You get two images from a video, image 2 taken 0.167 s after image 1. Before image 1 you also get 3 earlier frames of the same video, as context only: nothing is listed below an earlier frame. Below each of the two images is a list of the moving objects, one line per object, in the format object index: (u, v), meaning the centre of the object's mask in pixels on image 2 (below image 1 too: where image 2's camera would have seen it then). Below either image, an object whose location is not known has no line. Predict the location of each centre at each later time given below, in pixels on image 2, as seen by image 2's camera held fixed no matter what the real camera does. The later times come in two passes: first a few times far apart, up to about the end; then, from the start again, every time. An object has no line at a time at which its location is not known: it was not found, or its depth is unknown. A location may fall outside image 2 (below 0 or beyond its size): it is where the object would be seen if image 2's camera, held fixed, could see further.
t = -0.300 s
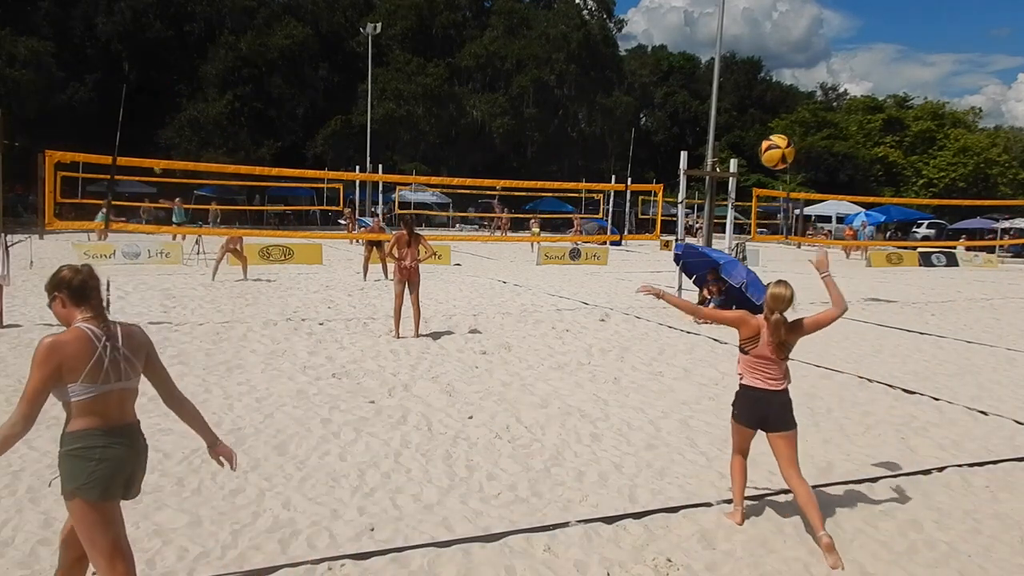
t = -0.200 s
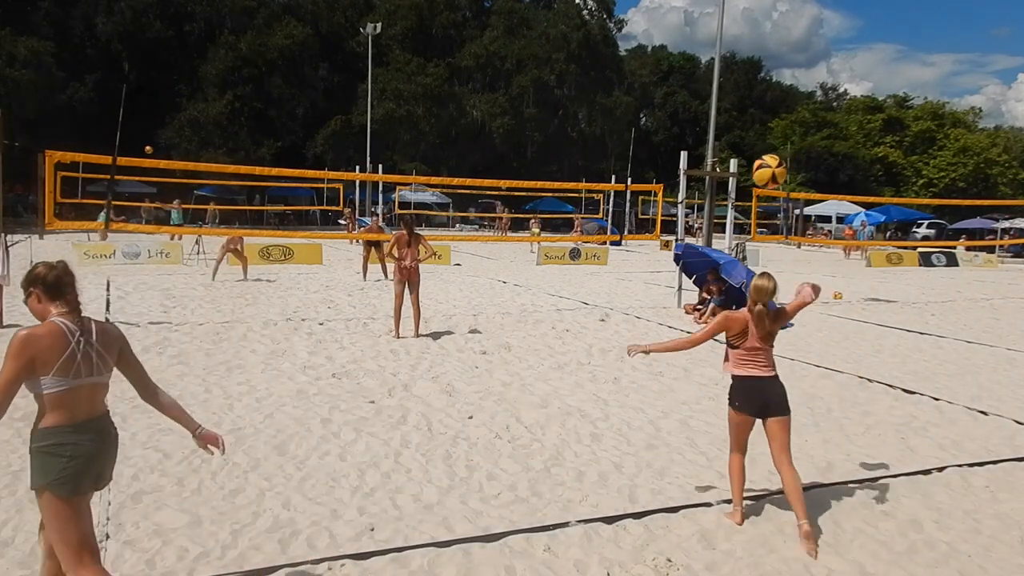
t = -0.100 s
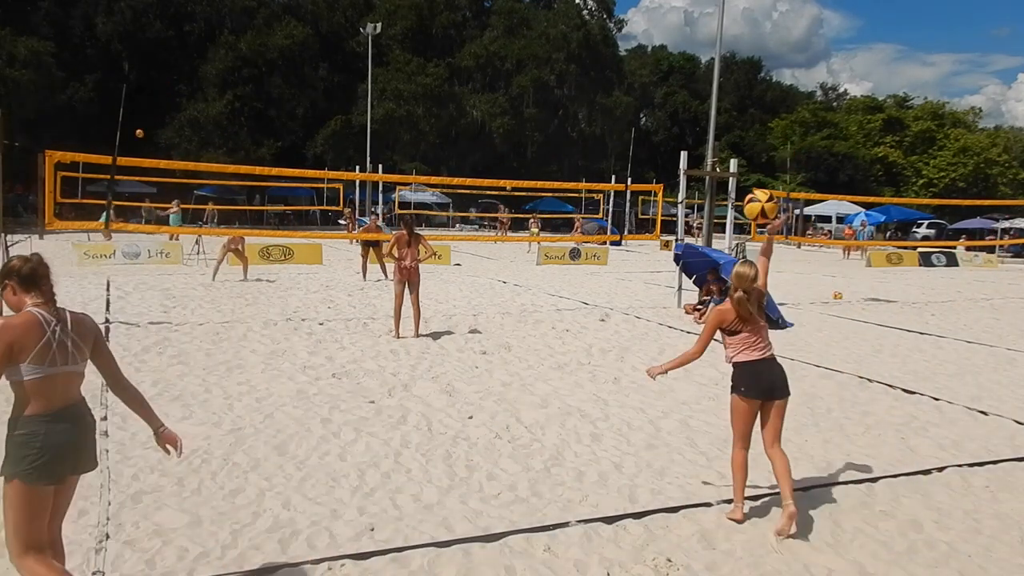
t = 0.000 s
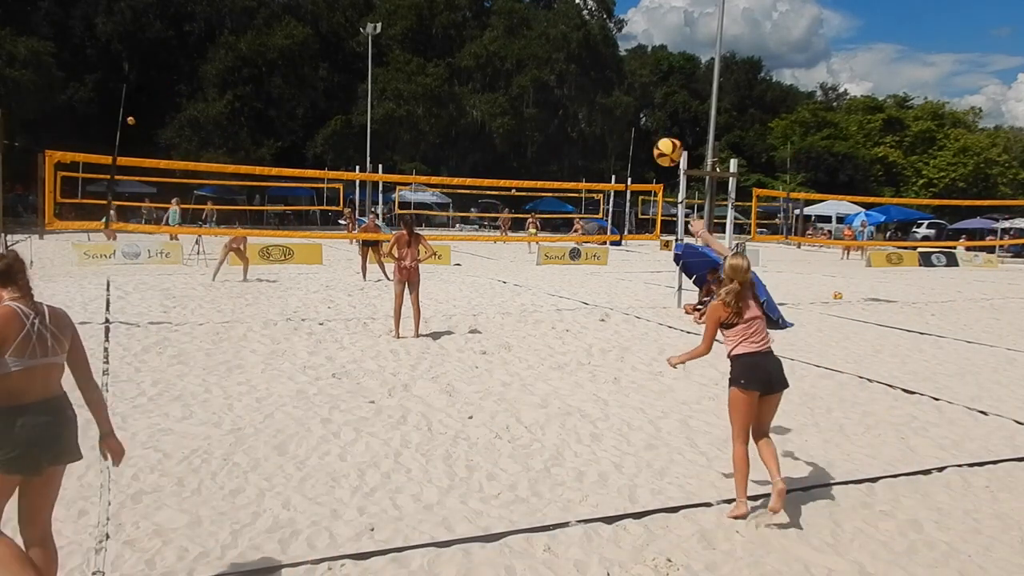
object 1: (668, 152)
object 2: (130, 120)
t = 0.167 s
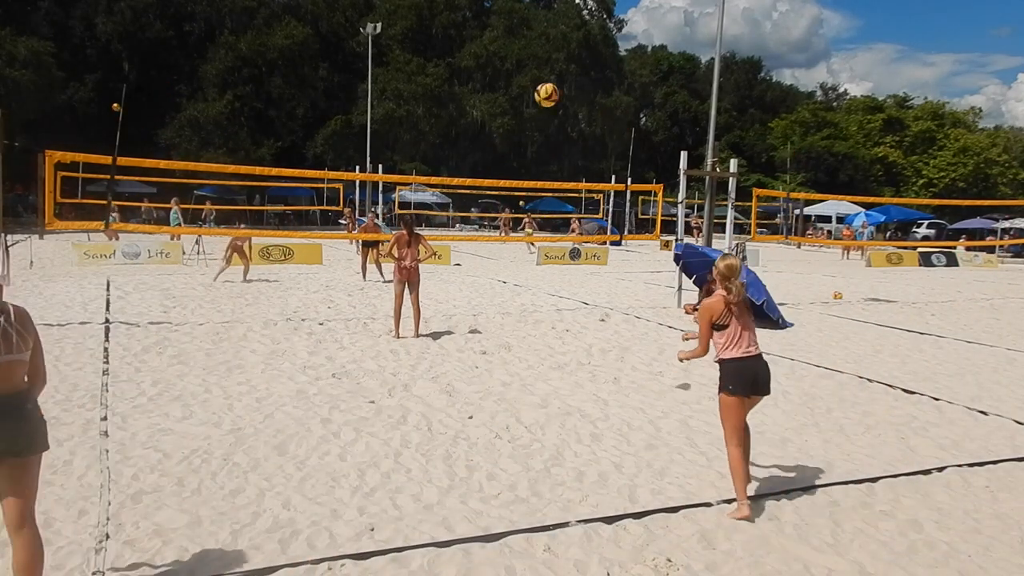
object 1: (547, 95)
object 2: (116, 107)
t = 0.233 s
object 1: (509, 86)
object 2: (110, 104)
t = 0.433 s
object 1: (421, 88)
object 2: (93, 105)
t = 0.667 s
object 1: (351, 125)
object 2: (75, 123)
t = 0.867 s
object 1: (307, 176)
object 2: (60, 150)
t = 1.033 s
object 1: (278, 224)
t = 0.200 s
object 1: (527, 89)
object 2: (113, 105)
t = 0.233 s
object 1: (509, 86)
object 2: (110, 104)
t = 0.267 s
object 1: (492, 83)
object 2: (107, 103)
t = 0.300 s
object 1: (476, 82)
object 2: (104, 103)
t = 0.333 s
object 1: (461, 82)
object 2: (101, 103)
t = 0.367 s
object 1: (447, 83)
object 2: (99, 103)
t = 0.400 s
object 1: (434, 85)
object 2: (96, 104)
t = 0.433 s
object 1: (421, 88)
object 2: (93, 105)
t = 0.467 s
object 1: (410, 91)
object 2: (91, 107)
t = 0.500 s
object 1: (399, 95)
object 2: (88, 109)
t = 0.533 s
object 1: (389, 100)
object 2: (85, 111)
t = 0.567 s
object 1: (379, 106)
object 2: (83, 114)
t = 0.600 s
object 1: (369, 111)
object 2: (80, 117)
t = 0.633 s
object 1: (360, 118)
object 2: (78, 120)
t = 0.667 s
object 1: (351, 125)
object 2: (75, 123)
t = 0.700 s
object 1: (343, 132)
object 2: (72, 127)
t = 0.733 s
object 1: (336, 141)
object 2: (70, 132)
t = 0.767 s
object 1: (328, 149)
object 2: (67, 136)
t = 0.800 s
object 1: (321, 157)
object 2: (65, 142)
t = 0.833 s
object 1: (314, 164)
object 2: (62, 147)
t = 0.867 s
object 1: (307, 176)
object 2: (60, 150)
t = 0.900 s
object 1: (300, 184)
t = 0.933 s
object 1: (294, 194)
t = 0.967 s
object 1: (288, 204)
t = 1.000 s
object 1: (283, 215)
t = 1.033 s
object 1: (278, 224)
